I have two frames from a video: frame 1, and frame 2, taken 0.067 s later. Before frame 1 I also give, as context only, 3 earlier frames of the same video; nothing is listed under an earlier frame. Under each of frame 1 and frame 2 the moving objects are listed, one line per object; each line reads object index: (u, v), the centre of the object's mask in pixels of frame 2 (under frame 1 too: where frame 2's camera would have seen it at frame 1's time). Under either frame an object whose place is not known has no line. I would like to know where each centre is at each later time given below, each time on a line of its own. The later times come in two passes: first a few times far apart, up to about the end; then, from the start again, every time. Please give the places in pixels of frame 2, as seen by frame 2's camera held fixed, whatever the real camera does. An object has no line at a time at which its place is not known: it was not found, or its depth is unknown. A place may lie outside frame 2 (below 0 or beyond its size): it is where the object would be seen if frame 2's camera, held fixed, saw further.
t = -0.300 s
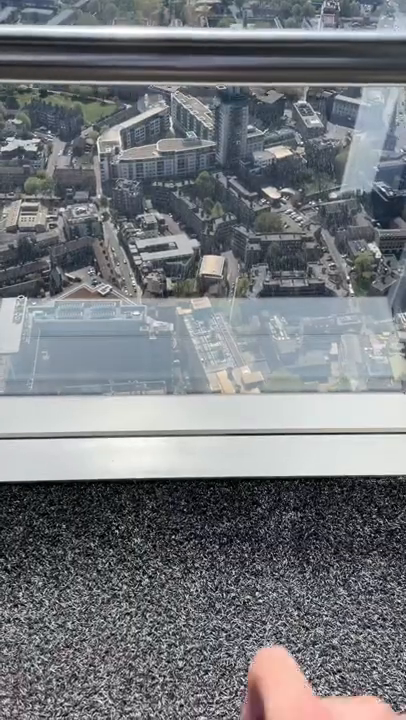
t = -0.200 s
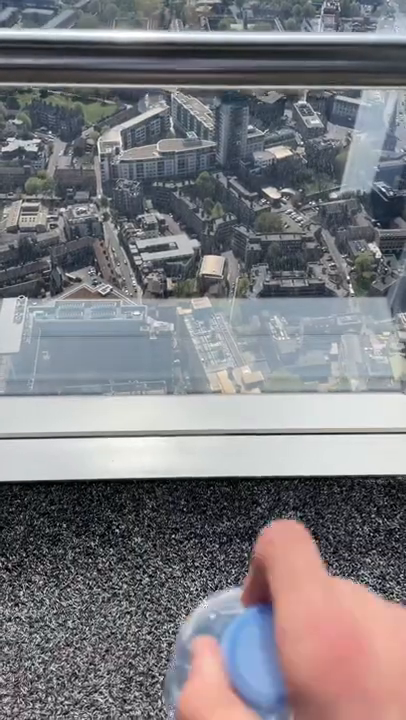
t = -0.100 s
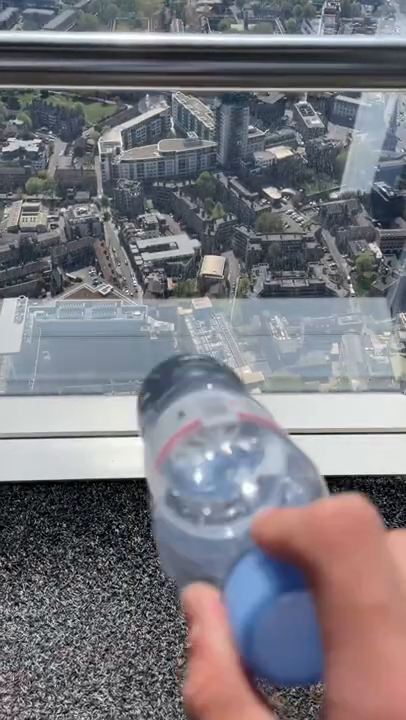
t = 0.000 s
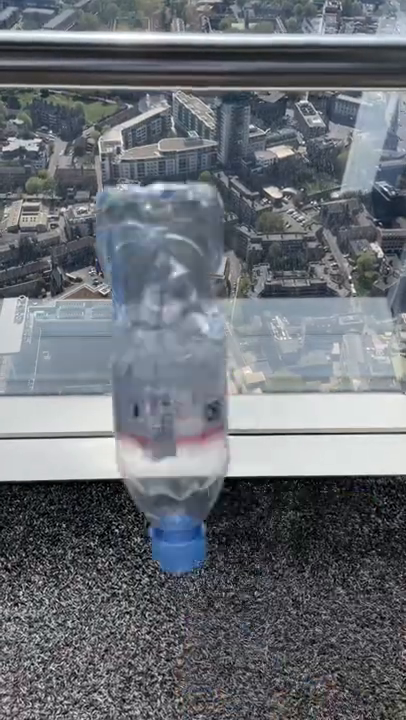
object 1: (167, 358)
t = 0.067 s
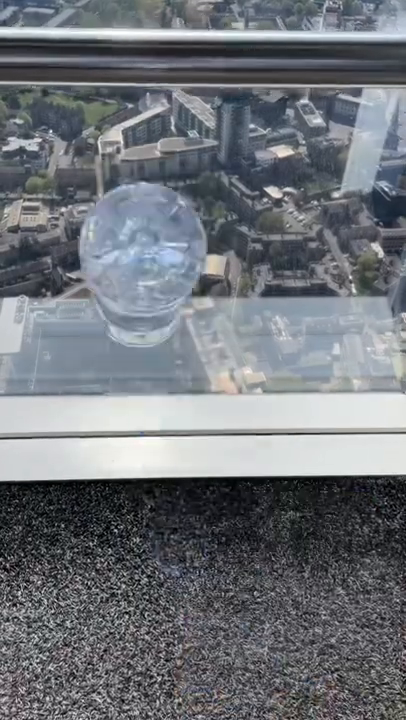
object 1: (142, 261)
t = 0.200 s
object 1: (128, 358)
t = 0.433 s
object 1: (135, 595)
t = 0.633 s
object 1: (129, 571)
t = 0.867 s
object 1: (139, 590)
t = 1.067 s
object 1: (139, 591)
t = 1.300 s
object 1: (139, 594)
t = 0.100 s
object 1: (137, 288)
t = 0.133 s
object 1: (132, 303)
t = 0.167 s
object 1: (130, 326)
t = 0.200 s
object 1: (128, 358)
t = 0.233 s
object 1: (127, 396)
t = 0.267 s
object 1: (127, 437)
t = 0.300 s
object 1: (129, 472)
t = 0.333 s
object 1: (130, 508)
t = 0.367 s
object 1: (132, 543)
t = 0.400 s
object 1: (134, 576)
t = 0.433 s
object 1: (135, 595)
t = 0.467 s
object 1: (132, 589)
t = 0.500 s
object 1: (131, 584)
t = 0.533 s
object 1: (130, 579)
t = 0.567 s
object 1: (130, 576)
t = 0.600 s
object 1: (129, 574)
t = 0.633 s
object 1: (129, 571)
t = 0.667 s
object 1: (129, 570)
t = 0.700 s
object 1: (129, 570)
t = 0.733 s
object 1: (130, 571)
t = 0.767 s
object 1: (131, 573)
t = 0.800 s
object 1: (133, 578)
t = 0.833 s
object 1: (136, 584)
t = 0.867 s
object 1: (139, 590)
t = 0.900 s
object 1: (140, 594)
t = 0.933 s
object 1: (140, 595)
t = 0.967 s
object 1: (139, 594)
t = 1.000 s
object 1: (139, 593)
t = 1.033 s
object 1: (138, 591)
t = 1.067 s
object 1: (139, 591)
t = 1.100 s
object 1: (139, 591)
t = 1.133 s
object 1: (139, 592)
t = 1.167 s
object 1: (139, 592)
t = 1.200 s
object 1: (139, 592)
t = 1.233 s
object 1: (139, 593)
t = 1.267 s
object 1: (139, 593)
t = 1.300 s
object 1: (139, 594)
